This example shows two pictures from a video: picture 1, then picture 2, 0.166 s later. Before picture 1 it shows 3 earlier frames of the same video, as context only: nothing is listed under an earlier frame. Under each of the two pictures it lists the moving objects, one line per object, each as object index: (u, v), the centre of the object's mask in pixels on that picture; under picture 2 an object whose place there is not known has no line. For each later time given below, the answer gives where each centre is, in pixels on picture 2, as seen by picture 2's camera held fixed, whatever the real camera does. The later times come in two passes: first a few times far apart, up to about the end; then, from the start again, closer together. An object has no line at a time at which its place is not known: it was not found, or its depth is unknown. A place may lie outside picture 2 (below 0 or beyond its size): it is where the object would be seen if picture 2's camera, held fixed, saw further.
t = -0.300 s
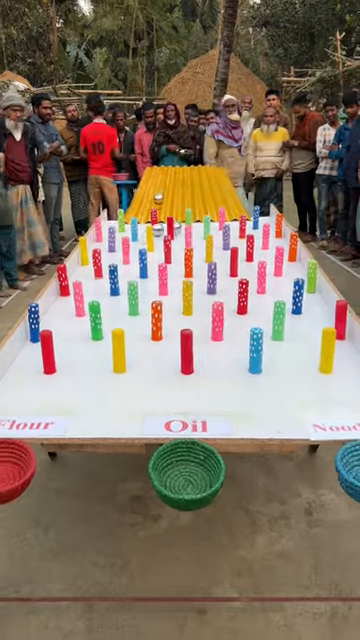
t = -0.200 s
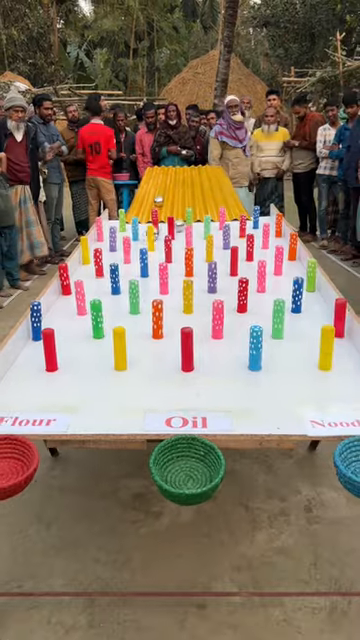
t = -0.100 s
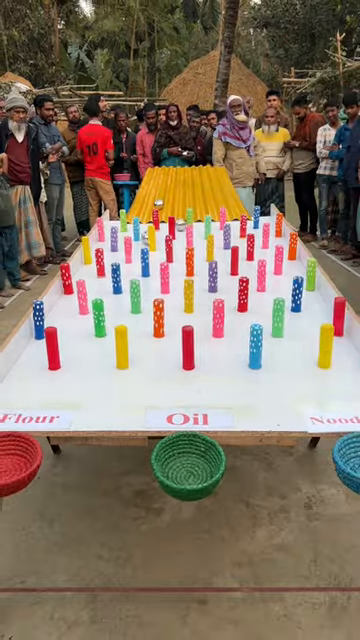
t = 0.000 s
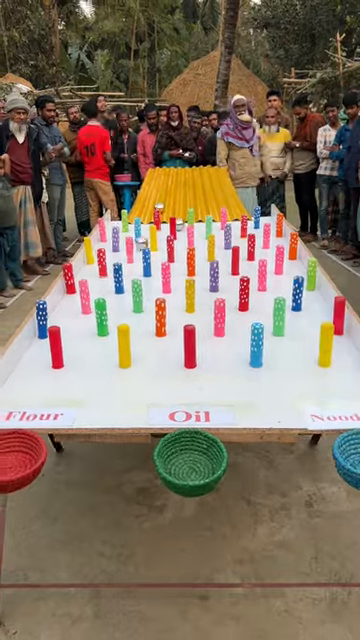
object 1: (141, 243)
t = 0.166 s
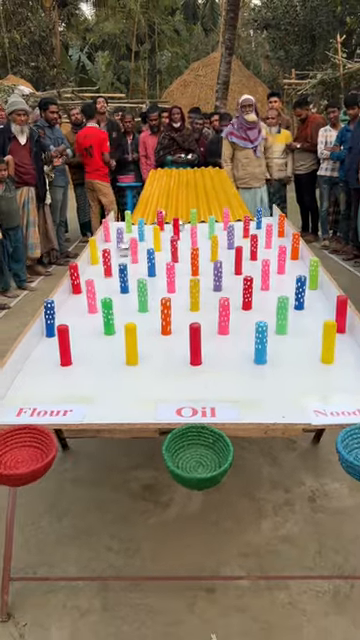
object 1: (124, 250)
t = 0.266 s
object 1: (113, 252)
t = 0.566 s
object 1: (121, 259)
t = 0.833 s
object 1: (118, 264)
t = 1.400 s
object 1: (148, 277)
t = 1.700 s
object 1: (163, 288)
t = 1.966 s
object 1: (180, 302)
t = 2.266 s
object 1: (181, 317)
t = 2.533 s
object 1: (183, 338)
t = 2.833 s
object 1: (168, 344)
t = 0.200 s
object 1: (119, 251)
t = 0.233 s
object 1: (115, 252)
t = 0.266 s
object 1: (113, 252)
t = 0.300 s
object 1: (112, 254)
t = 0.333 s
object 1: (112, 254)
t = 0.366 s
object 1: (115, 256)
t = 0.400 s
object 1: (117, 255)
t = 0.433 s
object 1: (120, 256)
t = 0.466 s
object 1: (123, 257)
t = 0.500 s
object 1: (123, 257)
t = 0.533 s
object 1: (121, 259)
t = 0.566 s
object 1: (121, 259)
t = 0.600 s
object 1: (121, 259)
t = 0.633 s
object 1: (121, 259)
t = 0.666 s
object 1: (120, 260)
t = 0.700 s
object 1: (120, 261)
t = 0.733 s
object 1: (120, 262)
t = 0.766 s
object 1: (120, 263)
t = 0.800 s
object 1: (119, 264)
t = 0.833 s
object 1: (118, 264)
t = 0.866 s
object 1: (119, 264)
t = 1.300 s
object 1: (141, 273)
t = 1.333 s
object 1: (143, 274)
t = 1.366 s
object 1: (146, 275)
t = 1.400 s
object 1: (148, 277)
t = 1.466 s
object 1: (152, 280)
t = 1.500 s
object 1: (154, 282)
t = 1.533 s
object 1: (155, 284)
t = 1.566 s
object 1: (156, 285)
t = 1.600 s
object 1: (157, 285)
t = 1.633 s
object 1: (159, 287)
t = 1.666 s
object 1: (161, 288)
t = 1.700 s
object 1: (163, 288)
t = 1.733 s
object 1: (165, 289)
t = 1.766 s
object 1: (167, 290)
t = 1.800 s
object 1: (170, 292)
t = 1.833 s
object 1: (173, 294)
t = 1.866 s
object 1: (175, 295)
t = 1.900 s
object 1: (178, 298)
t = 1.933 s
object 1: (179, 300)
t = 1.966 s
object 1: (180, 302)
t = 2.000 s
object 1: (180, 303)
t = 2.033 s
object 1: (180, 305)
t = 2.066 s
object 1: (180, 306)
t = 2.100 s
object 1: (181, 308)
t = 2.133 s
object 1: (181, 310)
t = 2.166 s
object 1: (181, 311)
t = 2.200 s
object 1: (181, 314)
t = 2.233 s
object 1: (181, 315)
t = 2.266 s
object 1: (181, 317)
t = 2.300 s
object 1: (181, 320)
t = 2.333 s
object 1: (182, 322)
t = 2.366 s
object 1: (182, 324)
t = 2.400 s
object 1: (182, 327)
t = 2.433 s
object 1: (182, 329)
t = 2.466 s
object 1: (182, 332)
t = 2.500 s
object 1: (183, 334)
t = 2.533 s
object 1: (183, 338)
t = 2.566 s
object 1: (183, 341)
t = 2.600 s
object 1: (183, 342)
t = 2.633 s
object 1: (183, 342)
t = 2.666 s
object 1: (180, 343)
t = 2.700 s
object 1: (178, 343)
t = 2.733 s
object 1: (176, 343)
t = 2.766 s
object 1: (173, 343)
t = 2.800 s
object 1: (170, 344)
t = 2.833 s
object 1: (168, 344)
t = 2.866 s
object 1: (164, 344)
